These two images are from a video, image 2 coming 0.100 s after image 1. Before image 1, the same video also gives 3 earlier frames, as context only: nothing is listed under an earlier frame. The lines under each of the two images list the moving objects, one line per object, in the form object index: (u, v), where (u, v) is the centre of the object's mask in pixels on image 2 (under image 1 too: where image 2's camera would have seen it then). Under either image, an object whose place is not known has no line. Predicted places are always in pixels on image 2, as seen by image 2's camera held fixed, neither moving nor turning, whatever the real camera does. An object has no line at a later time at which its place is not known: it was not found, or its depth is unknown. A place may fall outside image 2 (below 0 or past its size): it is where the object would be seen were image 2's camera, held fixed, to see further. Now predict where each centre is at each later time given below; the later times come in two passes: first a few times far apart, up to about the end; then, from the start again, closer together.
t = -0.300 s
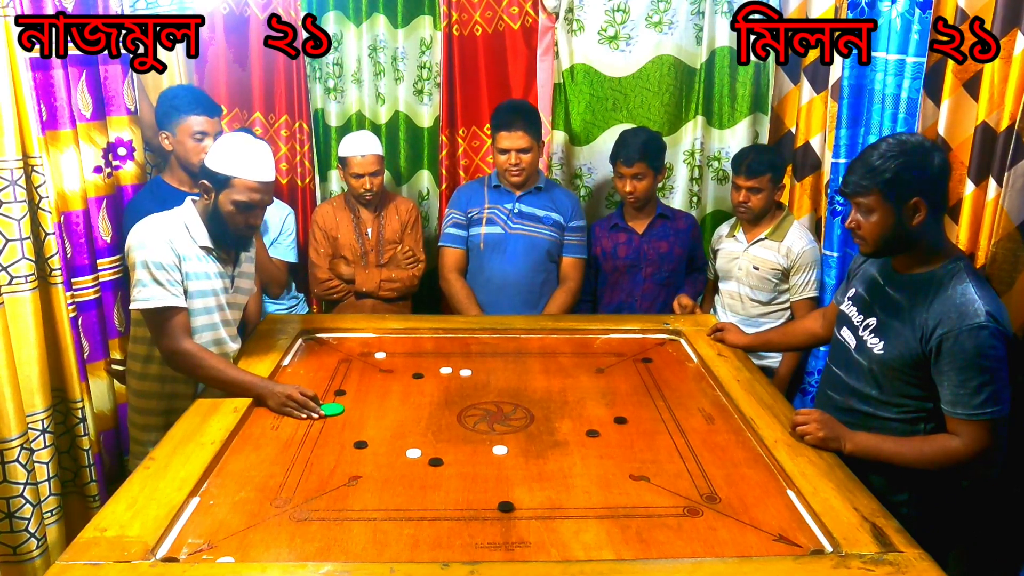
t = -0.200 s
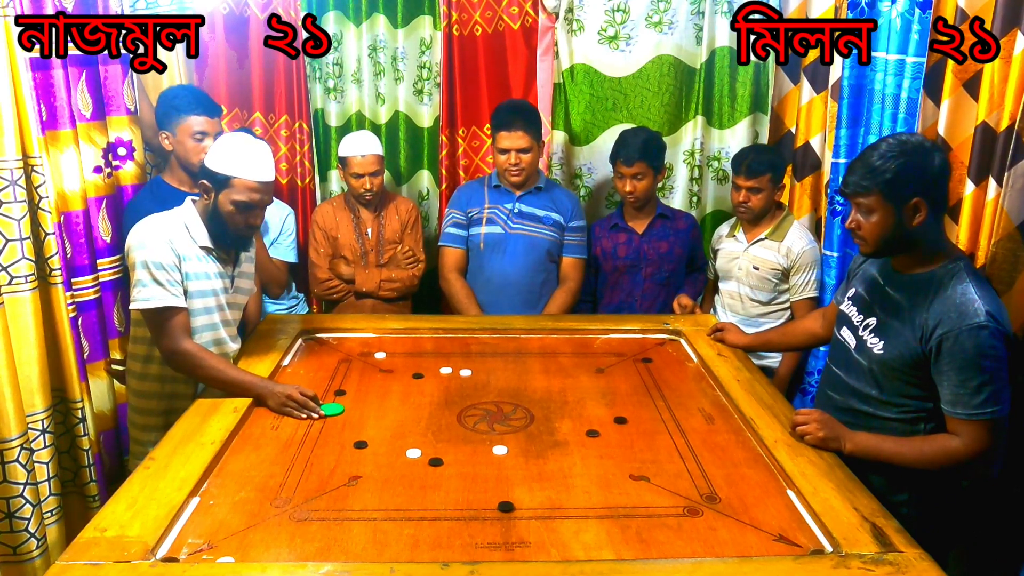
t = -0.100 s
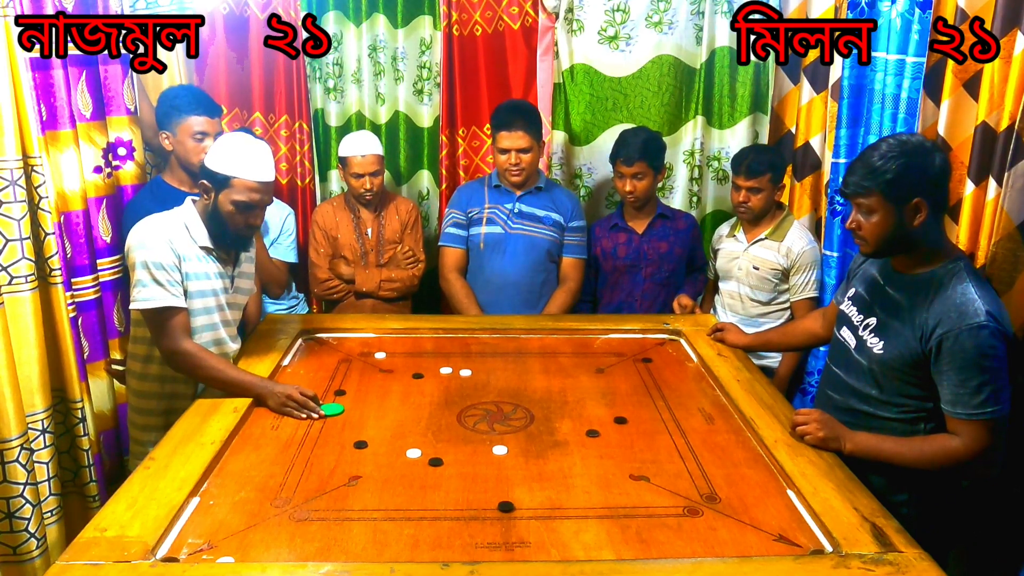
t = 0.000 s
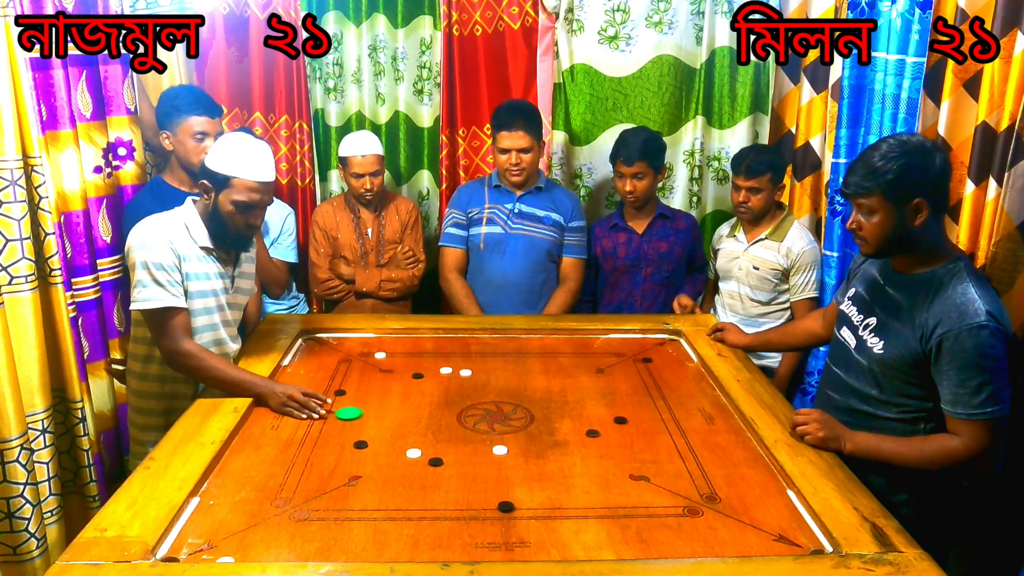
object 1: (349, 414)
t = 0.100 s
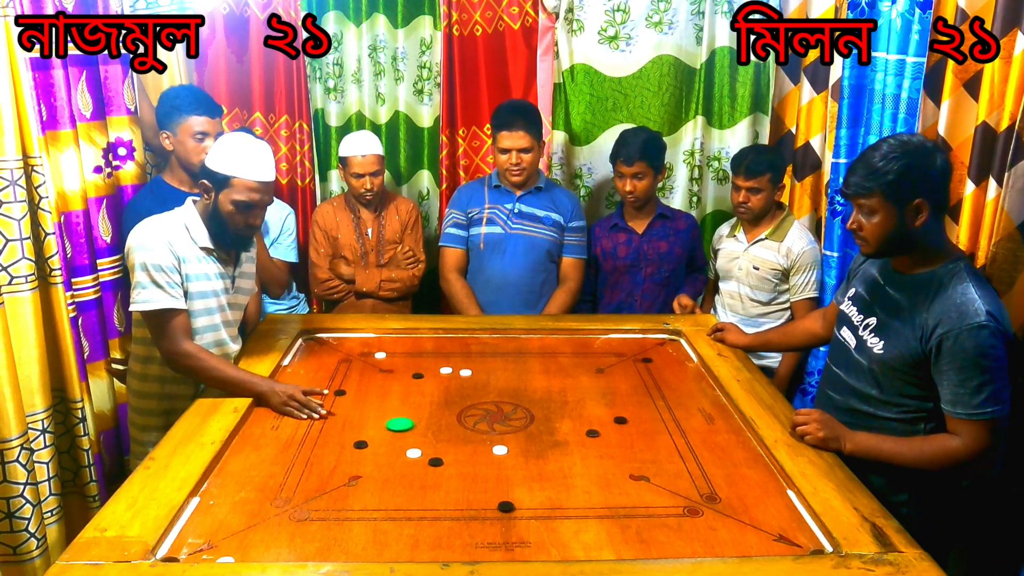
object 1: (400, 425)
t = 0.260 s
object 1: (477, 442)
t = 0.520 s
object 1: (554, 457)
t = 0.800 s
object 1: (598, 467)
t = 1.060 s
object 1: (604, 469)
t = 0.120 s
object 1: (410, 427)
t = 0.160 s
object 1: (429, 431)
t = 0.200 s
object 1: (449, 435)
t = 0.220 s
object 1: (458, 438)
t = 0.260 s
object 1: (477, 442)
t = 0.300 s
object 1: (492, 445)
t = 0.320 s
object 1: (499, 446)
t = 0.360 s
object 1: (511, 449)
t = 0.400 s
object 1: (523, 451)
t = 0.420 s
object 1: (529, 452)
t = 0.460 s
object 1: (539, 454)
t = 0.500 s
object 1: (549, 456)
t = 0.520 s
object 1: (554, 457)
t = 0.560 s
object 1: (563, 459)
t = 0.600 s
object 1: (571, 461)
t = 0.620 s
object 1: (574, 462)
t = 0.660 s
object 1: (581, 463)
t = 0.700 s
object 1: (587, 465)
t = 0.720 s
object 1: (590, 465)
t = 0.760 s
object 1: (595, 466)
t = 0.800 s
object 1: (598, 467)
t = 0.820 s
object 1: (600, 468)
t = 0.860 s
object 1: (602, 468)
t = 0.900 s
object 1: (604, 468)
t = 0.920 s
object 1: (604, 469)
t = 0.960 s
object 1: (604, 469)
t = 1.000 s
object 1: (604, 469)
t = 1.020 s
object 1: (604, 469)
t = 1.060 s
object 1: (604, 469)
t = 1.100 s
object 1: (604, 469)
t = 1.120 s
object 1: (604, 469)
